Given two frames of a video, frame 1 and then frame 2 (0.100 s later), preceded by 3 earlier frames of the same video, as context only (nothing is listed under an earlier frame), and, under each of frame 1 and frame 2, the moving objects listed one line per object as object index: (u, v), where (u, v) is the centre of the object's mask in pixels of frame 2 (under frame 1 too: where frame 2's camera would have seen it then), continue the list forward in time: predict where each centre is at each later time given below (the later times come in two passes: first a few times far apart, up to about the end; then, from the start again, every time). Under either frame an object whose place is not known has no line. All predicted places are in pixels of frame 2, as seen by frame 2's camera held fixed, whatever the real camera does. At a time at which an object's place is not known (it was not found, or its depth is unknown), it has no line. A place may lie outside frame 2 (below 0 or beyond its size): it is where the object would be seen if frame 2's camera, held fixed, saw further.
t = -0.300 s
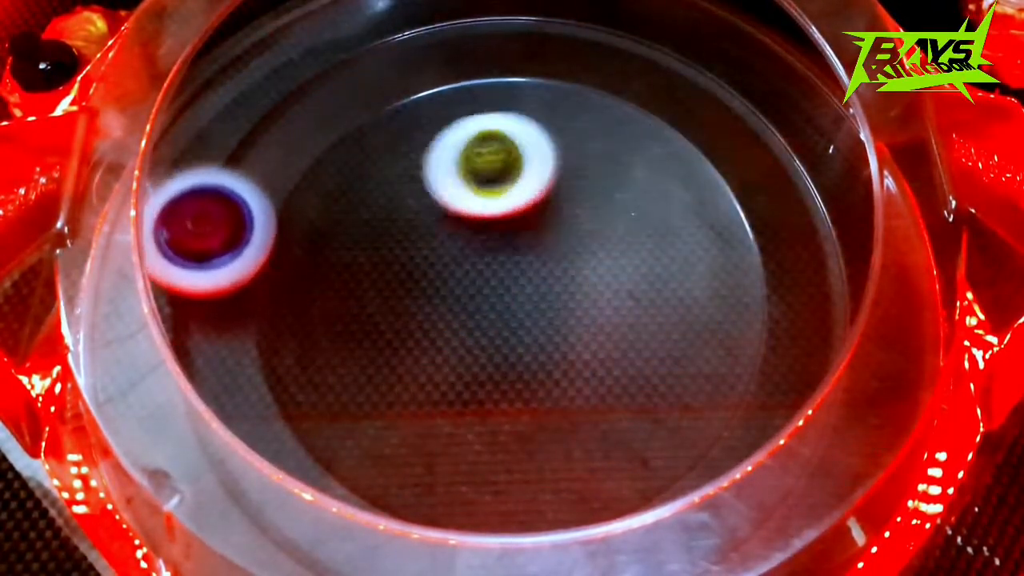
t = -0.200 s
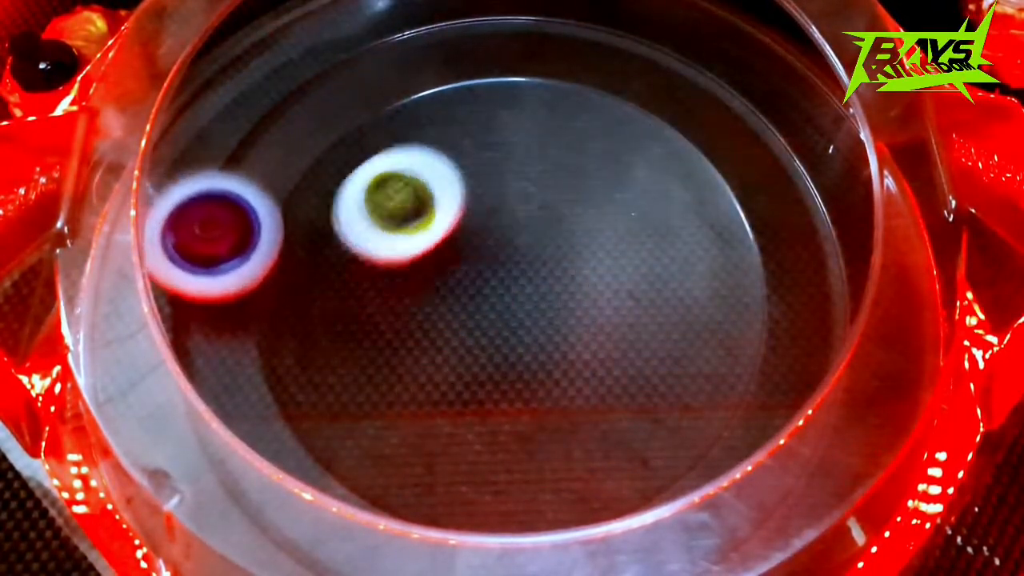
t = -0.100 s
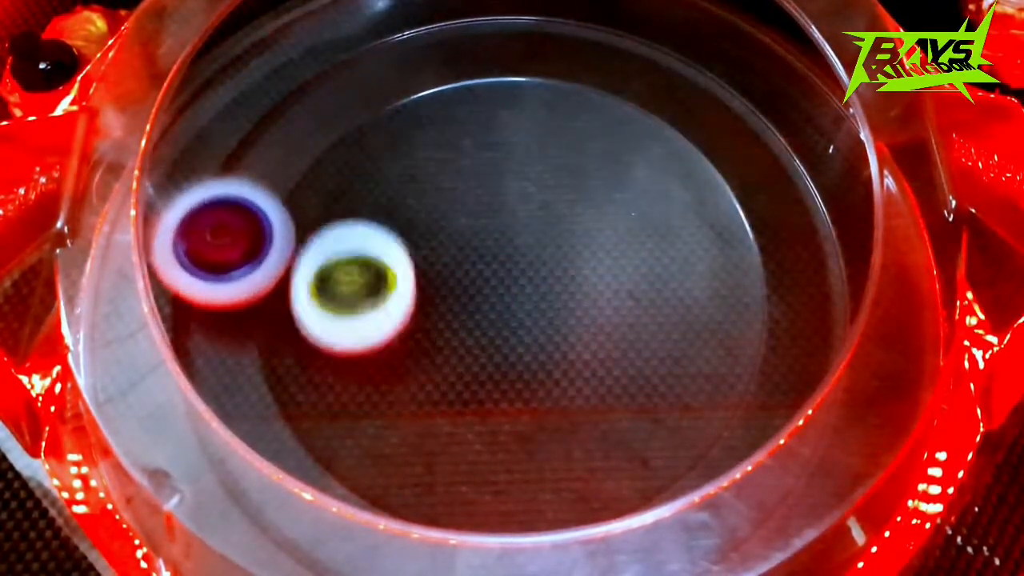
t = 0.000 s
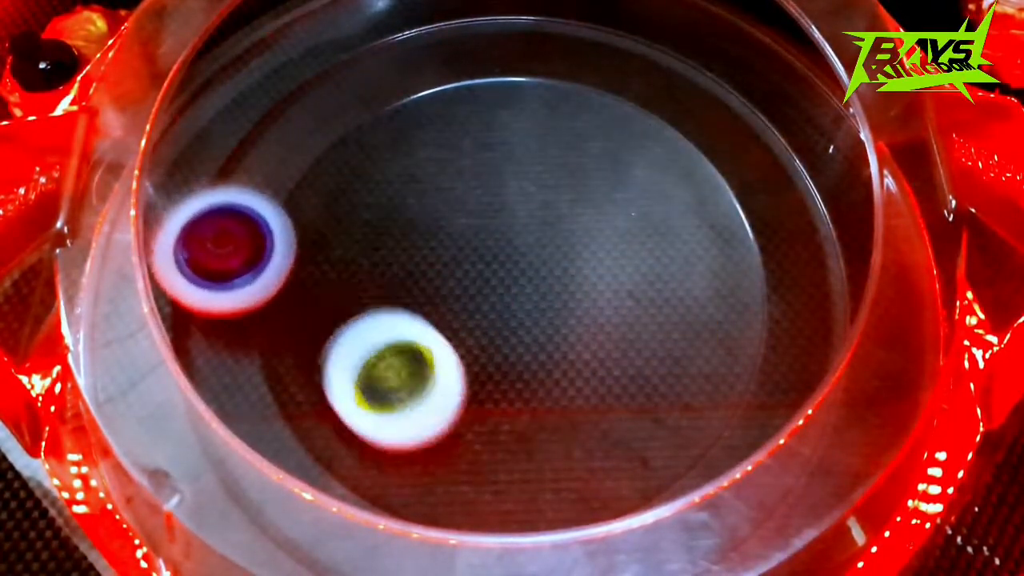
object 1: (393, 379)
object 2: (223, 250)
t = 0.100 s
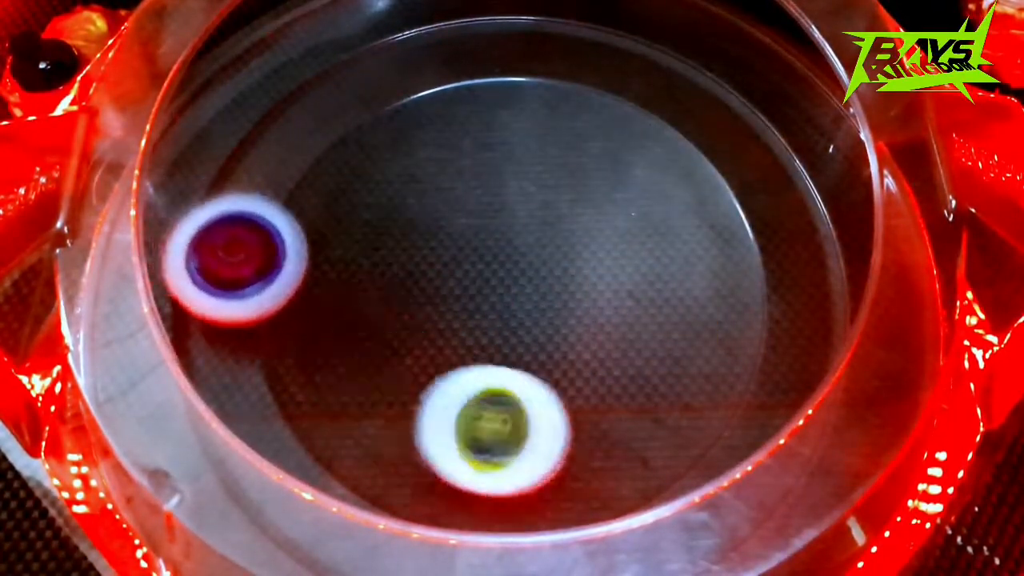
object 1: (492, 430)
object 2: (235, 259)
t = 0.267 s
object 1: (645, 373)
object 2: (323, 251)
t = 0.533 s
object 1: (779, 192)
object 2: (482, 206)
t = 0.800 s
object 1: (741, 132)
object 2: (504, 323)
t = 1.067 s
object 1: (544, 173)
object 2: (461, 340)
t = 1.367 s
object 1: (428, 68)
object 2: (303, 528)
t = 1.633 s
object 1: (421, 299)
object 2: (323, 493)
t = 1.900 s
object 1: (624, 376)
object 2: (435, 300)
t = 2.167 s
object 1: (618, 295)
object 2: (630, 70)
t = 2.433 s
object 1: (463, 327)
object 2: (691, 89)
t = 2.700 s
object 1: (484, 308)
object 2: (555, 466)
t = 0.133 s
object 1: (530, 432)
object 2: (242, 260)
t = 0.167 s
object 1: (565, 426)
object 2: (252, 259)
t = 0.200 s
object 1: (598, 413)
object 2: (269, 259)
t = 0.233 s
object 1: (625, 395)
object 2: (292, 256)
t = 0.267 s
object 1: (645, 373)
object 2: (323, 251)
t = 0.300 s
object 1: (658, 347)
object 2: (357, 246)
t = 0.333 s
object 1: (663, 319)
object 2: (397, 239)
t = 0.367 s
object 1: (660, 291)
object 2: (440, 231)
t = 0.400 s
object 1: (650, 263)
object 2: (488, 226)
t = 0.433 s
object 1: (660, 239)
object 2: (517, 218)
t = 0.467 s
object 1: (707, 221)
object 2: (503, 210)
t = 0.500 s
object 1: (747, 205)
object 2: (491, 205)
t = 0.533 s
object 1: (779, 192)
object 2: (482, 206)
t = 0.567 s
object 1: (804, 184)
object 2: (476, 211)
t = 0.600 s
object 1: (820, 173)
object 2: (475, 220)
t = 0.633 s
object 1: (821, 165)
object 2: (480, 233)
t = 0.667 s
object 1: (815, 158)
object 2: (488, 249)
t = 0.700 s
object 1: (800, 153)
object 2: (494, 268)
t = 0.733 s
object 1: (780, 145)
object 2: (500, 287)
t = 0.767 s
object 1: (759, 138)
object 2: (503, 306)
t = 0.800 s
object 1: (741, 132)
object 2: (504, 323)
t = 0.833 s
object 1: (723, 128)
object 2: (503, 339)
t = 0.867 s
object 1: (707, 125)
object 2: (500, 351)
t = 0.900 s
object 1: (688, 125)
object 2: (496, 359)
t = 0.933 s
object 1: (665, 128)
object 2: (490, 363)
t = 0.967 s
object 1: (637, 135)
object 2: (484, 363)
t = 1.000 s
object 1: (609, 144)
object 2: (476, 359)
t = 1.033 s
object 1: (578, 158)
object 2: (469, 351)
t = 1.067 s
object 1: (544, 173)
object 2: (461, 340)
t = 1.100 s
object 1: (512, 191)
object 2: (455, 325)
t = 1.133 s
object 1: (484, 196)
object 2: (443, 331)
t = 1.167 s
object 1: (473, 159)
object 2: (422, 369)
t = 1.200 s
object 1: (464, 126)
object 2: (397, 413)
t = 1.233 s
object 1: (456, 99)
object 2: (379, 441)
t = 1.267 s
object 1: (449, 79)
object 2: (356, 476)
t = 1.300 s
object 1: (442, 65)
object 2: (337, 499)
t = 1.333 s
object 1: (435, 62)
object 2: (319, 516)
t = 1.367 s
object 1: (428, 68)
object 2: (303, 528)
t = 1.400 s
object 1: (418, 83)
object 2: (288, 539)
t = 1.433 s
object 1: (409, 105)
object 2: (277, 545)
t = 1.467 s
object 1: (402, 131)
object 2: (279, 542)
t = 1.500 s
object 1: (398, 161)
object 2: (283, 538)
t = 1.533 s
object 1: (397, 193)
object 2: (293, 527)
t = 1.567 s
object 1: (400, 227)
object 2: (305, 518)
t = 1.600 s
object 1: (408, 265)
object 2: (313, 506)
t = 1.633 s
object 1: (421, 299)
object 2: (323, 493)
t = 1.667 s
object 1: (442, 332)
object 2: (333, 475)
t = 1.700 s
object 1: (466, 359)
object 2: (343, 460)
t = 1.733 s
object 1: (494, 379)
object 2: (359, 438)
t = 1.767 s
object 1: (523, 392)
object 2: (369, 421)
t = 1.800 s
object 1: (552, 398)
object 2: (384, 395)
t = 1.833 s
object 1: (579, 397)
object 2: (400, 365)
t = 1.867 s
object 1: (603, 390)
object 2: (417, 333)
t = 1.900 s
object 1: (624, 376)
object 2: (435, 300)
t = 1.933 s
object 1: (639, 359)
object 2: (457, 265)
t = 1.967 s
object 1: (649, 339)
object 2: (481, 232)
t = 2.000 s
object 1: (652, 317)
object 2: (508, 204)
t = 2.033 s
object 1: (651, 293)
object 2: (537, 180)
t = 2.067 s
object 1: (645, 271)
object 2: (566, 161)
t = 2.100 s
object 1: (636, 259)
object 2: (594, 142)
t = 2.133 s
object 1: (629, 276)
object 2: (613, 105)
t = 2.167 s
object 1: (618, 295)
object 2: (630, 70)
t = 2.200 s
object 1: (603, 311)
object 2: (644, 48)
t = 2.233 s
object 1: (585, 324)
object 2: (658, 35)
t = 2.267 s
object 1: (563, 333)
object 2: (672, 26)
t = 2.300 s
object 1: (540, 339)
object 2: (685, 23)
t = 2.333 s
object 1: (518, 340)
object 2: (686, 31)
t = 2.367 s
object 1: (497, 338)
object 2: (688, 43)
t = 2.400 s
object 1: (479, 334)
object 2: (688, 61)
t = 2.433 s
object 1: (463, 327)
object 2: (691, 89)
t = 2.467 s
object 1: (452, 321)
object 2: (693, 123)
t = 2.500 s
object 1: (446, 315)
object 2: (693, 162)
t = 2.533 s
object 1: (443, 311)
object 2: (690, 209)
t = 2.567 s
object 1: (446, 309)
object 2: (681, 261)
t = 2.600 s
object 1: (452, 308)
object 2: (664, 318)
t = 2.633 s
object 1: (461, 307)
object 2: (637, 376)
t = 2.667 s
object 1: (472, 307)
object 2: (601, 430)
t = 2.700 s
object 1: (484, 308)
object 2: (555, 466)
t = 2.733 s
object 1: (496, 309)
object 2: (504, 487)
